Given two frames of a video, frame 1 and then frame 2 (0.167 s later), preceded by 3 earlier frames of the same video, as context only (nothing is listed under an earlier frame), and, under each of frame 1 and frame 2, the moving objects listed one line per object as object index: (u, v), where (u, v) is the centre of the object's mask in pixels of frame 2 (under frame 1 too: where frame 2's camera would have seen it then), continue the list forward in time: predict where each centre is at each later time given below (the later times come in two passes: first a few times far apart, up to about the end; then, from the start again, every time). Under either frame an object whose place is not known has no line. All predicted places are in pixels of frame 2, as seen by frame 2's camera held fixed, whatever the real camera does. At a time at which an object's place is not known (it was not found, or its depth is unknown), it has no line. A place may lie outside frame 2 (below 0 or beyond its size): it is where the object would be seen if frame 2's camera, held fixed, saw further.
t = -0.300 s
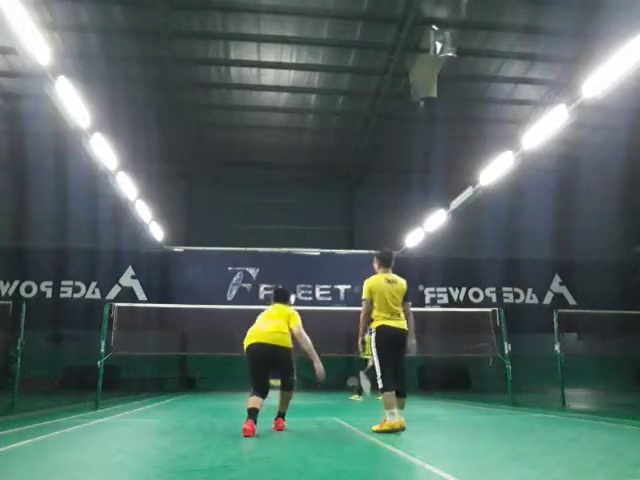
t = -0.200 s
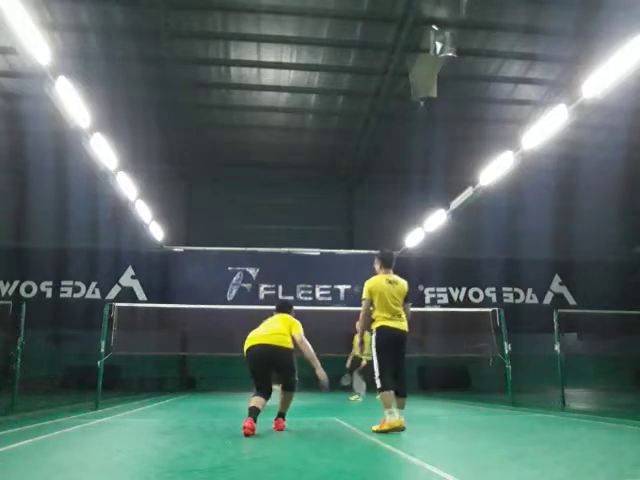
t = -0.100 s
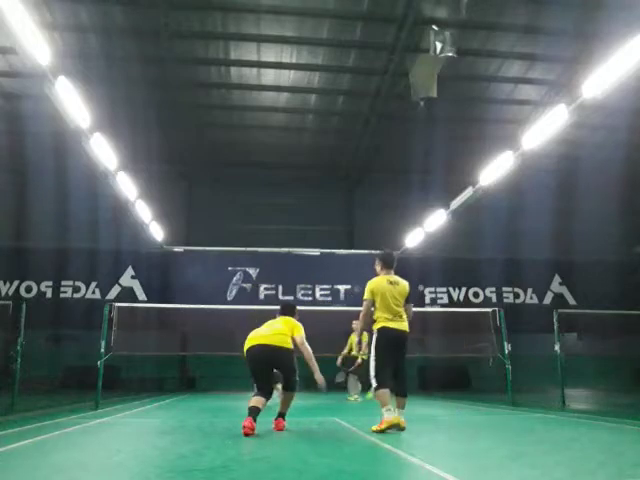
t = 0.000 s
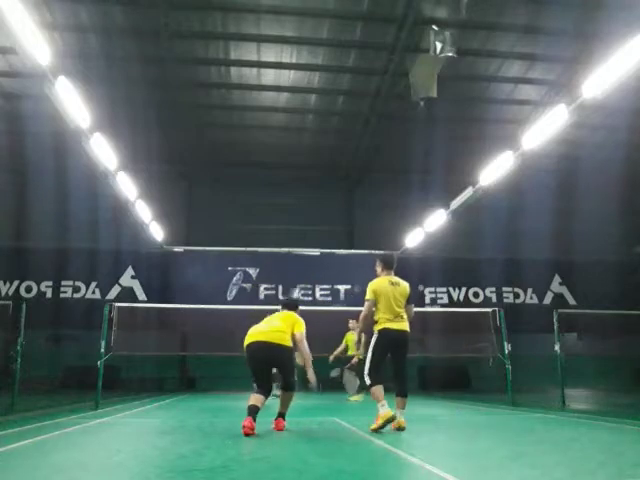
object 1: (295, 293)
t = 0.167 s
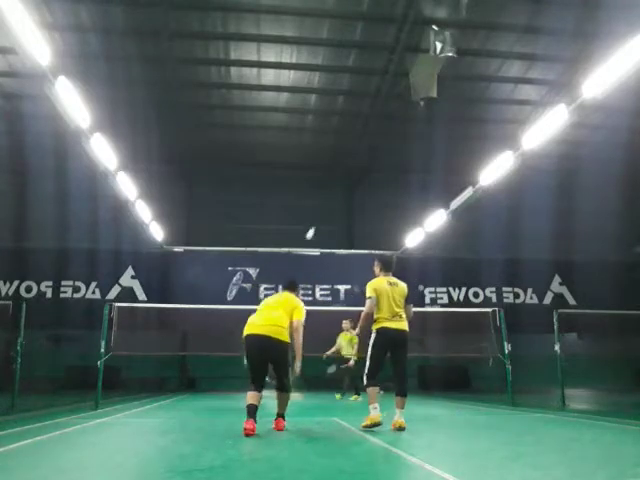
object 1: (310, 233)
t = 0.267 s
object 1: (322, 212)
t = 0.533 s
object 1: (347, 196)
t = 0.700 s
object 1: (362, 209)
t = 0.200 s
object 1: (315, 226)
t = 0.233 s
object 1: (319, 219)
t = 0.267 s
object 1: (322, 212)
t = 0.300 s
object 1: (326, 208)
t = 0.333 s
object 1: (329, 203)
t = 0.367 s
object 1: (332, 200)
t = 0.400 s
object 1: (335, 198)
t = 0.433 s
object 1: (338, 196)
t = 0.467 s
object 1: (341, 195)
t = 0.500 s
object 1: (344, 195)
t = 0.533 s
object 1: (347, 196)
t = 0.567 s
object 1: (350, 197)
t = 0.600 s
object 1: (353, 199)
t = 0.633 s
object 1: (356, 202)
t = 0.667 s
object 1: (359, 205)
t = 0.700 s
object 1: (362, 209)
